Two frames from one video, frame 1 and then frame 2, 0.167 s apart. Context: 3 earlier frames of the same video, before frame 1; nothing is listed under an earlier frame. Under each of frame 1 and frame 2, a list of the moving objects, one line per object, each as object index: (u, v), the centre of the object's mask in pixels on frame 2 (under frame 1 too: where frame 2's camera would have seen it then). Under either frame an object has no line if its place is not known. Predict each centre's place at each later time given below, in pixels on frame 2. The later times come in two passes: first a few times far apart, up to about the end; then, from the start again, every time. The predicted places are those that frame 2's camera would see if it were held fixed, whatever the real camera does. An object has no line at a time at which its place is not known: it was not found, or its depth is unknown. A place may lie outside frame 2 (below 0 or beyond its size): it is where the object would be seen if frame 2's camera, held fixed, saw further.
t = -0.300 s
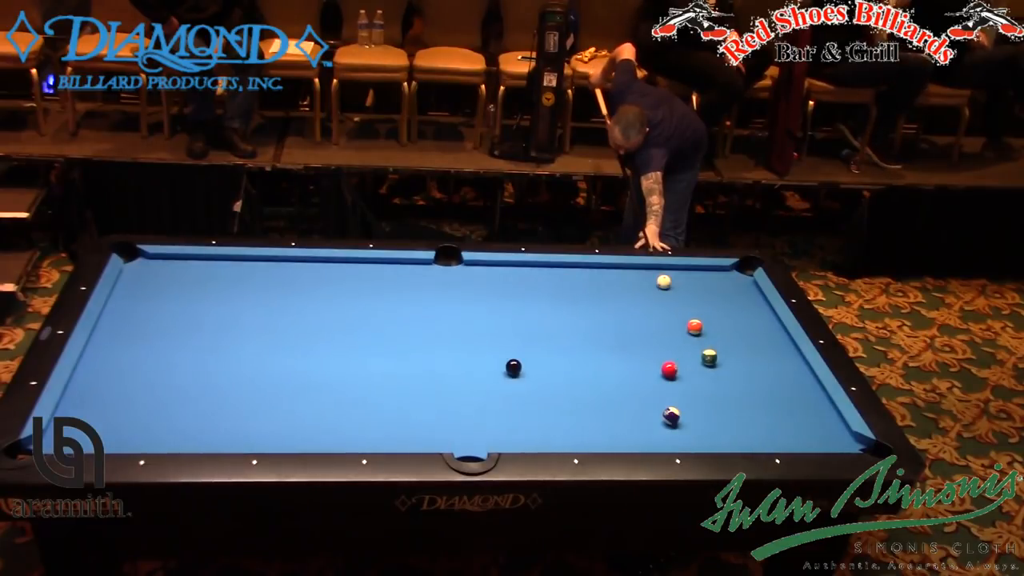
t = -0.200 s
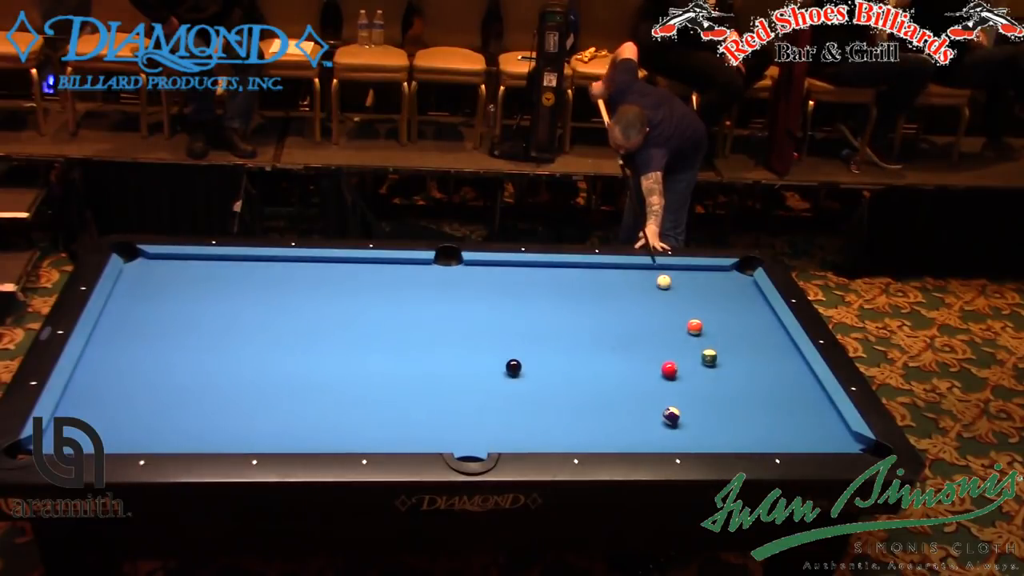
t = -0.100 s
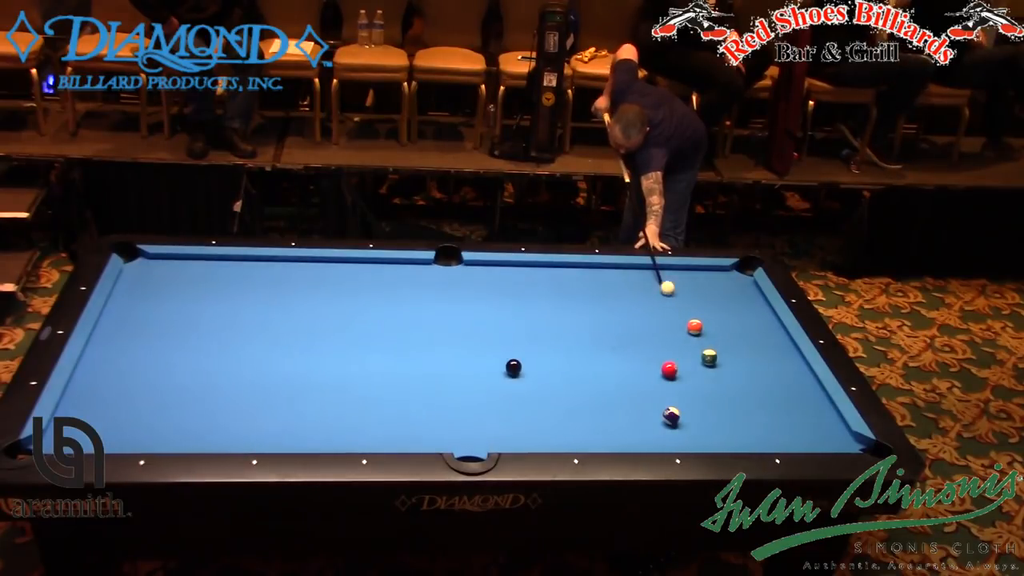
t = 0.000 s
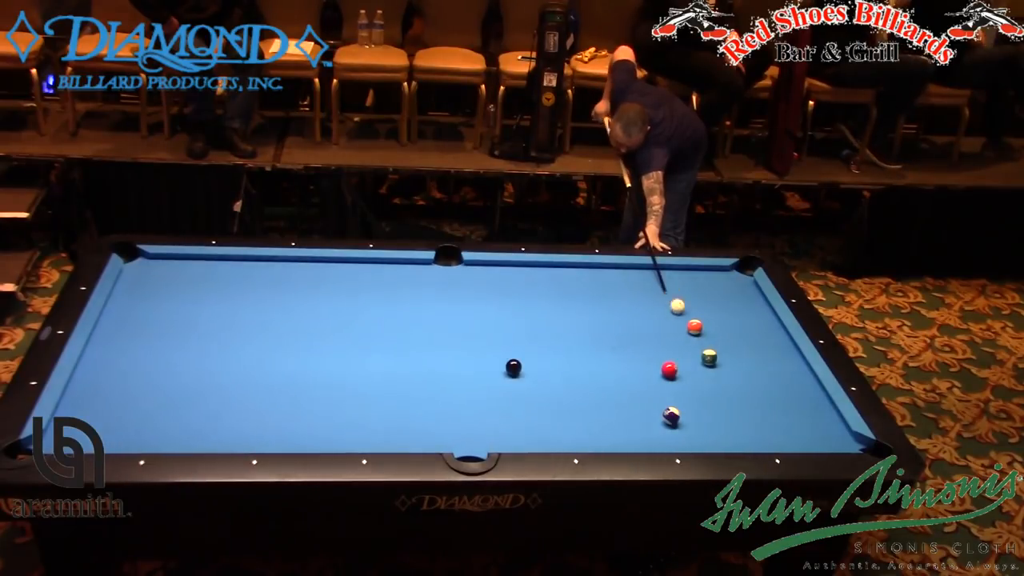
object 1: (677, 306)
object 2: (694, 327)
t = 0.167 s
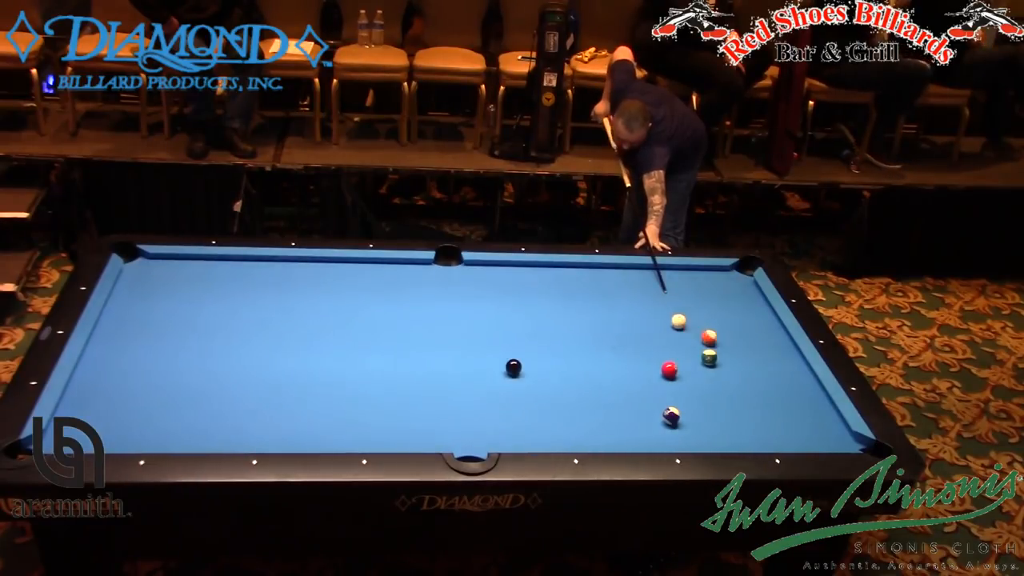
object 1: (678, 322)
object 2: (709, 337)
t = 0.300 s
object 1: (669, 323)
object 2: (728, 352)
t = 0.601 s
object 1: (650, 325)
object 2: (773, 384)
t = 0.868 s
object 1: (634, 328)
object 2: (815, 415)
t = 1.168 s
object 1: (617, 330)
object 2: (864, 449)
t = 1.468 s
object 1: (602, 332)
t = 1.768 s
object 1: (589, 334)
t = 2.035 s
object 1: (579, 335)
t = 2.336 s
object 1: (568, 337)
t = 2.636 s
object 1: (560, 338)
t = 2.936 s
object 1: (554, 339)
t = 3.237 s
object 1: (549, 340)
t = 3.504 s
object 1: (546, 341)
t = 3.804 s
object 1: (545, 341)
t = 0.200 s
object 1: (676, 322)
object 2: (714, 341)
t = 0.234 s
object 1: (674, 322)
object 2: (719, 344)
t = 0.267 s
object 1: (671, 323)
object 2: (724, 348)
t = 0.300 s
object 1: (669, 323)
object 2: (728, 352)
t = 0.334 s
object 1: (667, 323)
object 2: (733, 356)
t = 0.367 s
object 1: (665, 324)
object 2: (738, 359)
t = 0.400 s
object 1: (663, 324)
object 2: (743, 362)
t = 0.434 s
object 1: (660, 324)
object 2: (748, 366)
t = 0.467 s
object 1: (659, 324)
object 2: (752, 369)
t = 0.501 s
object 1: (656, 325)
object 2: (758, 373)
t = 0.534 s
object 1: (654, 325)
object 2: (763, 377)
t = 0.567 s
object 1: (652, 325)
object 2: (768, 381)
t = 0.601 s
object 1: (650, 325)
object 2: (773, 384)
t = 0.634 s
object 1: (648, 326)
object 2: (778, 388)
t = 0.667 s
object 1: (646, 326)
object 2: (783, 392)
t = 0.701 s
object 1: (644, 327)
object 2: (788, 395)
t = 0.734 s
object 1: (642, 327)
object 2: (793, 399)
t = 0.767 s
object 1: (640, 327)
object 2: (799, 404)
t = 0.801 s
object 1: (638, 327)
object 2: (804, 407)
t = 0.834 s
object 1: (636, 328)
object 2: (810, 411)
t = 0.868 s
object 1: (634, 328)
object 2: (815, 415)
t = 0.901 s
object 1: (632, 328)
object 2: (820, 419)
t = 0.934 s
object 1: (630, 328)
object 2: (826, 423)
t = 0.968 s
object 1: (628, 328)
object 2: (831, 426)
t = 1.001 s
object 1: (626, 329)
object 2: (836, 431)
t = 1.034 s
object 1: (625, 329)
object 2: (842, 434)
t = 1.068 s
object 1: (623, 329)
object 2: (848, 437)
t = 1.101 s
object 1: (621, 329)
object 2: (853, 440)
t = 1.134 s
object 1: (619, 330)
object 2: (860, 444)
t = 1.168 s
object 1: (617, 330)
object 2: (864, 449)
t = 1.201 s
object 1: (616, 330)
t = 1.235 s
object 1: (614, 330)
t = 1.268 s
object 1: (612, 331)
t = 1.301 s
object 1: (611, 331)
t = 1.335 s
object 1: (609, 331)
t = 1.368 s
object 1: (607, 331)
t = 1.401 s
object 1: (605, 332)
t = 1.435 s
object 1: (604, 332)
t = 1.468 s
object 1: (602, 332)
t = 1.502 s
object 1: (601, 332)
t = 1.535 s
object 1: (599, 332)
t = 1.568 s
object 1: (598, 332)
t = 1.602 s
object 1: (596, 333)
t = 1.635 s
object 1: (595, 333)
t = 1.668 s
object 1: (593, 333)
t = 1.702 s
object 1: (592, 333)
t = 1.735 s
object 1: (590, 334)
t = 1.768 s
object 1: (589, 334)
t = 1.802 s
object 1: (587, 334)
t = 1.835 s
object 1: (586, 334)
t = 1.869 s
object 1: (585, 334)
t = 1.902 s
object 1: (584, 334)
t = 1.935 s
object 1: (582, 335)
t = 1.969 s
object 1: (581, 335)
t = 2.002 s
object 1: (580, 335)
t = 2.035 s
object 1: (579, 335)
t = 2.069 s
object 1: (577, 335)
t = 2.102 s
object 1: (576, 336)
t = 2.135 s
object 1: (575, 336)
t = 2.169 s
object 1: (574, 336)
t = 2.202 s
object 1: (572, 336)
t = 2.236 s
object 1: (572, 336)
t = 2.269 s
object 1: (570, 337)
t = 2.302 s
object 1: (569, 337)
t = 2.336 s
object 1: (568, 337)
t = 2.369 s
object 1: (567, 337)
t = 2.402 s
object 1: (567, 337)
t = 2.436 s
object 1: (565, 337)
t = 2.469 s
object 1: (565, 337)
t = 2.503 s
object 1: (564, 338)
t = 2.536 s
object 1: (563, 338)
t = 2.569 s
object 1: (562, 338)
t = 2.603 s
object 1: (561, 338)
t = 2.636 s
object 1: (560, 338)
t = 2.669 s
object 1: (559, 338)
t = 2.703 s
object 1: (558, 338)
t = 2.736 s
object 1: (558, 339)
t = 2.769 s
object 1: (557, 339)
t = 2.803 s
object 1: (556, 339)
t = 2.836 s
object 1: (556, 339)
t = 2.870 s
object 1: (555, 339)
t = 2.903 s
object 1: (554, 339)
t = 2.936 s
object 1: (554, 339)
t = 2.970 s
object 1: (553, 339)
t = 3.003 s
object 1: (553, 339)
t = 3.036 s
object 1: (552, 340)
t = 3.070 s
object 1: (551, 340)
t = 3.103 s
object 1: (551, 340)
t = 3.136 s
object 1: (550, 340)
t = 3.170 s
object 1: (550, 340)
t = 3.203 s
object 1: (549, 340)
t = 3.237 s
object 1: (549, 340)
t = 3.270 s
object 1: (548, 340)
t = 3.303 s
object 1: (548, 340)
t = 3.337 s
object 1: (548, 340)
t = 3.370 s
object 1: (547, 340)
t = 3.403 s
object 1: (547, 341)
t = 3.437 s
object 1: (547, 341)
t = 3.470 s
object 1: (546, 341)
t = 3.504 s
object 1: (546, 341)
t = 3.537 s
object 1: (546, 341)
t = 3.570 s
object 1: (546, 341)
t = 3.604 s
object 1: (545, 341)
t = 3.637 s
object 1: (545, 341)
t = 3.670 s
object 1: (545, 341)
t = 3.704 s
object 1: (545, 341)
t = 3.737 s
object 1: (545, 341)
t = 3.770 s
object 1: (545, 341)
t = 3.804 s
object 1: (545, 341)
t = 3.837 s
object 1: (545, 341)
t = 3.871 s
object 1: (545, 341)
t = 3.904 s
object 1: (545, 341)
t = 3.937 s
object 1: (545, 341)
